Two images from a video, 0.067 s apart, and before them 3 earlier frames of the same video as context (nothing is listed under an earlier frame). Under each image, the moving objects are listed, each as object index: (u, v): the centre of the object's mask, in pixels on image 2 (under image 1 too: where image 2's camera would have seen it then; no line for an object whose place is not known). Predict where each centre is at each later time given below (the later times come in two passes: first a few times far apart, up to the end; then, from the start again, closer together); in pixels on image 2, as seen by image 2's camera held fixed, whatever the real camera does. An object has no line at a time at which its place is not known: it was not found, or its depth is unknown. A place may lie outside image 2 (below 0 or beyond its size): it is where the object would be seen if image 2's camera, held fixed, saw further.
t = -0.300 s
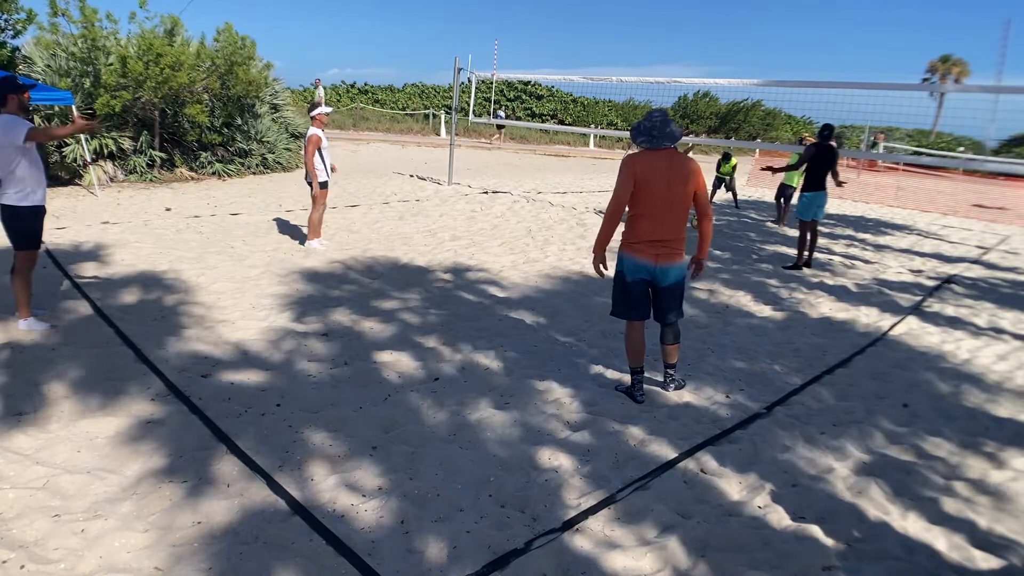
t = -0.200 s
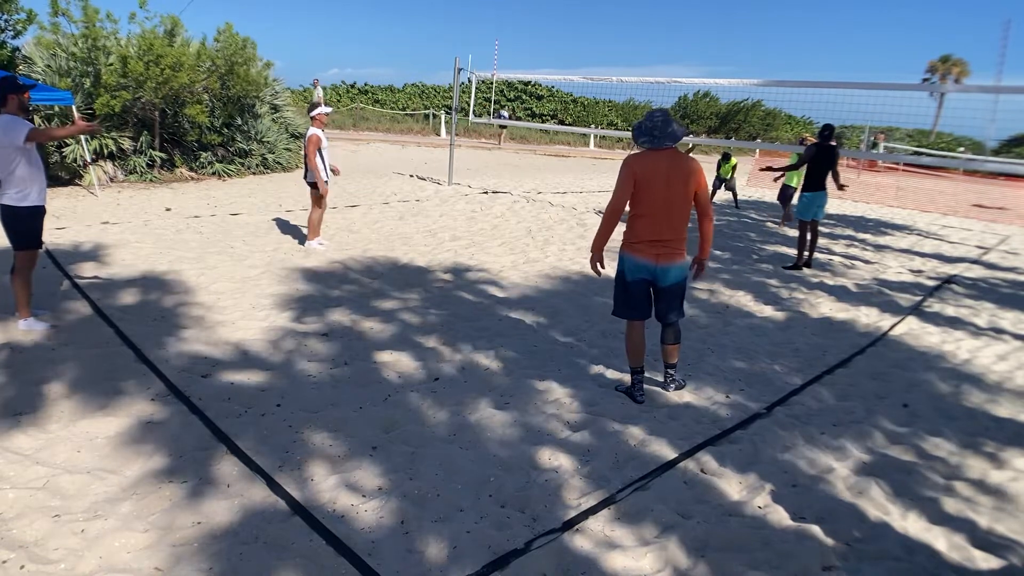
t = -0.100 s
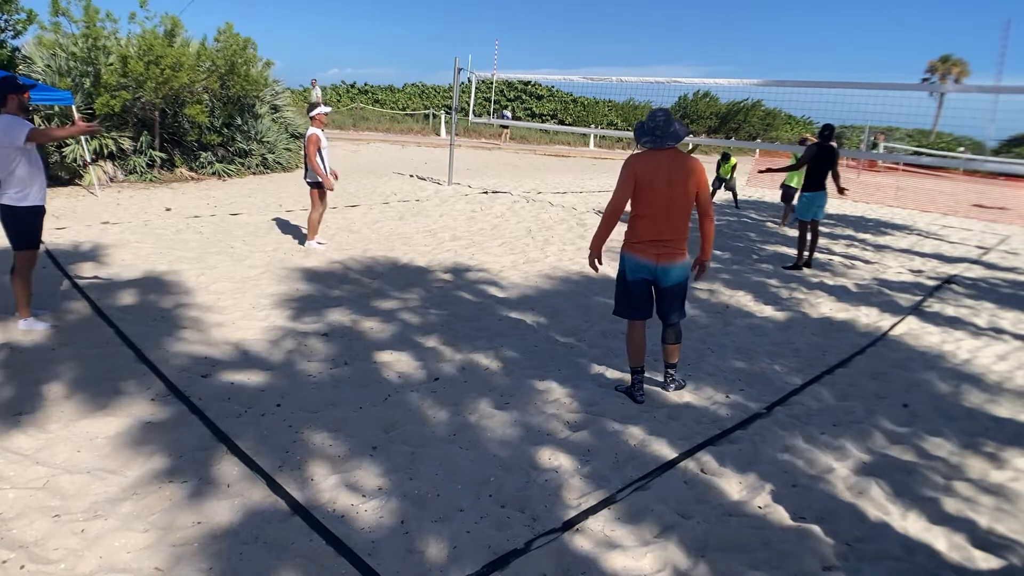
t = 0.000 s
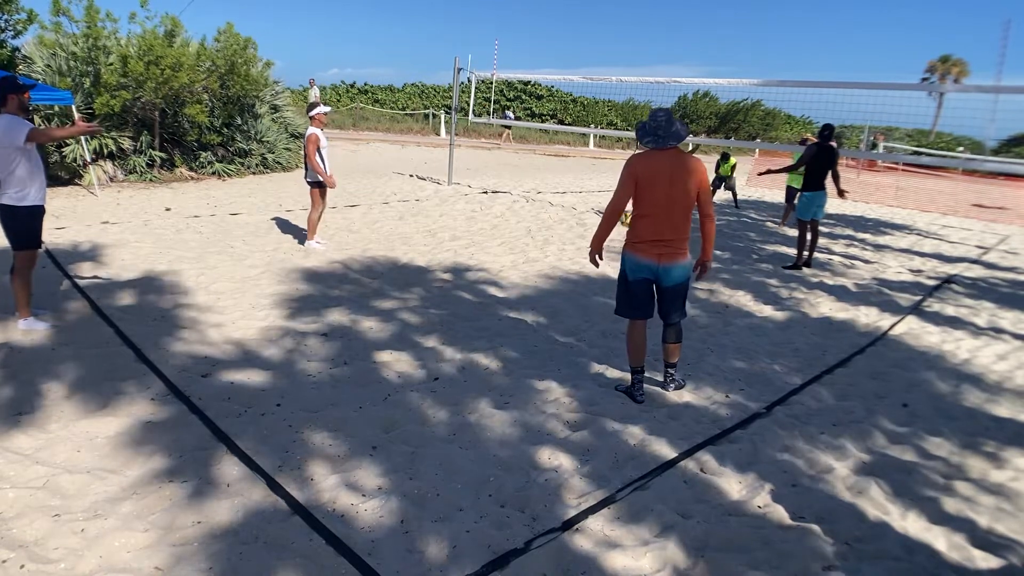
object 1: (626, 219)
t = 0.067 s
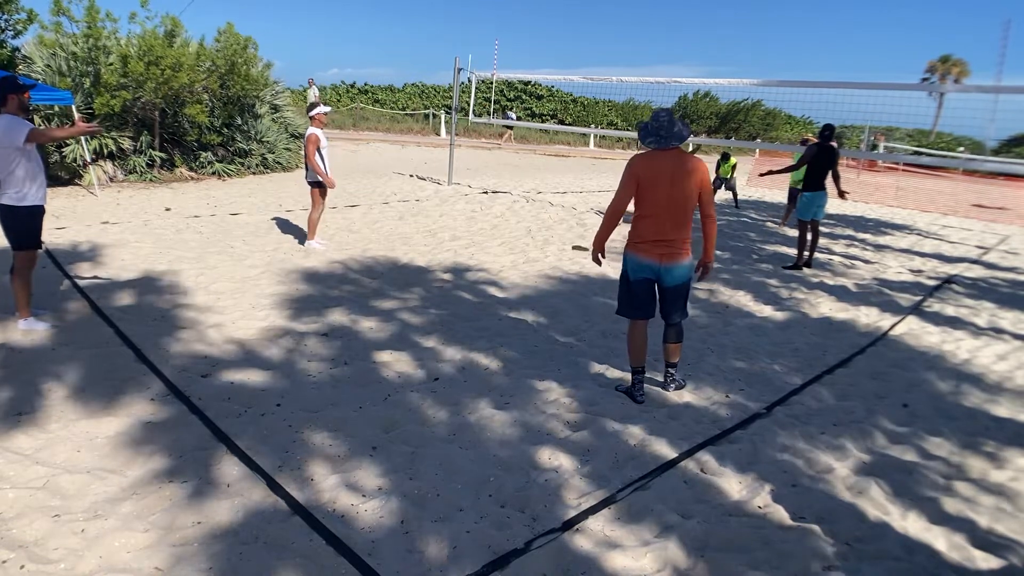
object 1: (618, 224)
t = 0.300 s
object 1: (556, 243)
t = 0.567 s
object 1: (487, 254)
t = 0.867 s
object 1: (395, 297)
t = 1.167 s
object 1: (294, 319)
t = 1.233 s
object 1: (269, 320)
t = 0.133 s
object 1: (598, 221)
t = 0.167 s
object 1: (591, 223)
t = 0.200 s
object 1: (582, 227)
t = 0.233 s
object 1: (574, 231)
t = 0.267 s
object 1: (565, 237)
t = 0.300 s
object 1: (556, 243)
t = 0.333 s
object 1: (547, 251)
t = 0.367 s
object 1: (537, 259)
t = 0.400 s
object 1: (528, 263)
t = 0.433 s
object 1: (520, 259)
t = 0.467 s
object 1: (513, 257)
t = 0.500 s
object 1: (504, 255)
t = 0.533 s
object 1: (496, 254)
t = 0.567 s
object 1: (487, 254)
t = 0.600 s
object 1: (478, 256)
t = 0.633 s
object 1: (468, 258)
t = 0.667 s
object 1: (458, 262)
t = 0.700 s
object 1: (447, 266)
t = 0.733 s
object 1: (437, 272)
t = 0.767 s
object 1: (426, 280)
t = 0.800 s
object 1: (416, 289)
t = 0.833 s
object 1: (403, 297)
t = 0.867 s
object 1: (395, 297)
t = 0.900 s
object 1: (385, 297)
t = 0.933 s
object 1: (375, 299)
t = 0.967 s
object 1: (364, 301)
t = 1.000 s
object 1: (353, 304)
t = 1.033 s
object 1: (342, 306)
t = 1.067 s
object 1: (331, 308)
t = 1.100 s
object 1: (320, 310)
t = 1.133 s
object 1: (306, 315)
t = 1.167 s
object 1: (294, 319)
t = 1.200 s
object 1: (280, 320)
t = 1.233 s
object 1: (269, 320)
